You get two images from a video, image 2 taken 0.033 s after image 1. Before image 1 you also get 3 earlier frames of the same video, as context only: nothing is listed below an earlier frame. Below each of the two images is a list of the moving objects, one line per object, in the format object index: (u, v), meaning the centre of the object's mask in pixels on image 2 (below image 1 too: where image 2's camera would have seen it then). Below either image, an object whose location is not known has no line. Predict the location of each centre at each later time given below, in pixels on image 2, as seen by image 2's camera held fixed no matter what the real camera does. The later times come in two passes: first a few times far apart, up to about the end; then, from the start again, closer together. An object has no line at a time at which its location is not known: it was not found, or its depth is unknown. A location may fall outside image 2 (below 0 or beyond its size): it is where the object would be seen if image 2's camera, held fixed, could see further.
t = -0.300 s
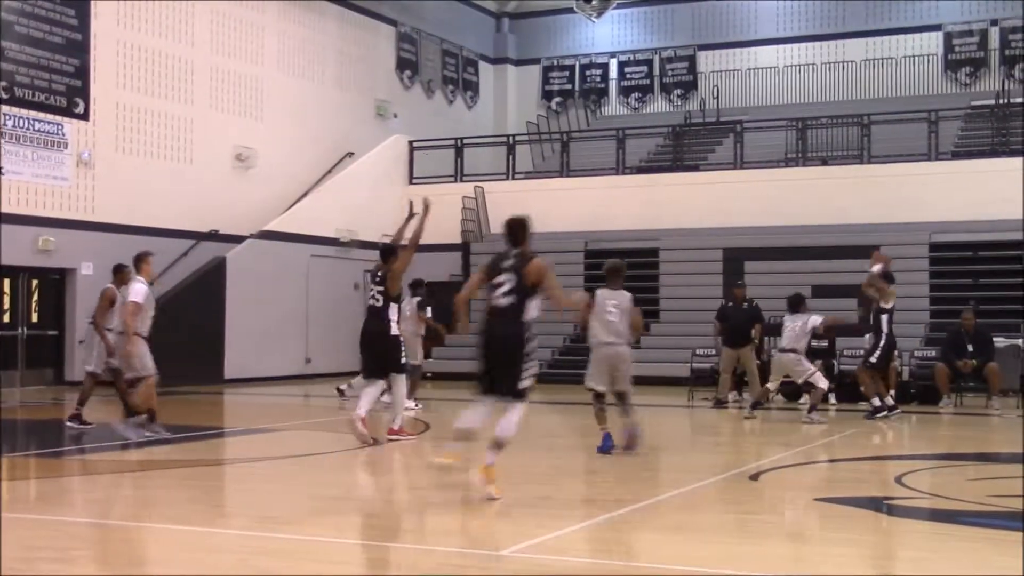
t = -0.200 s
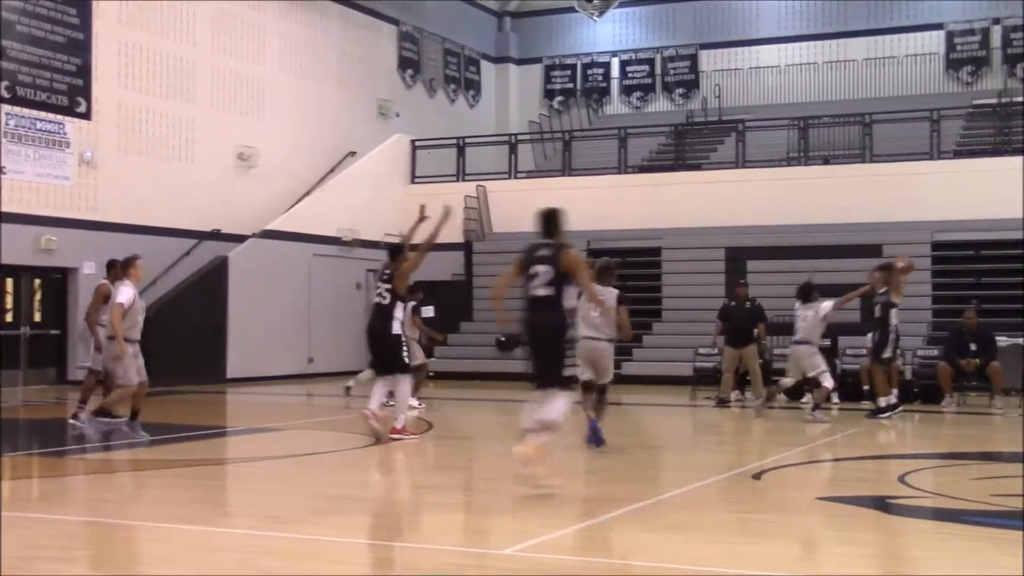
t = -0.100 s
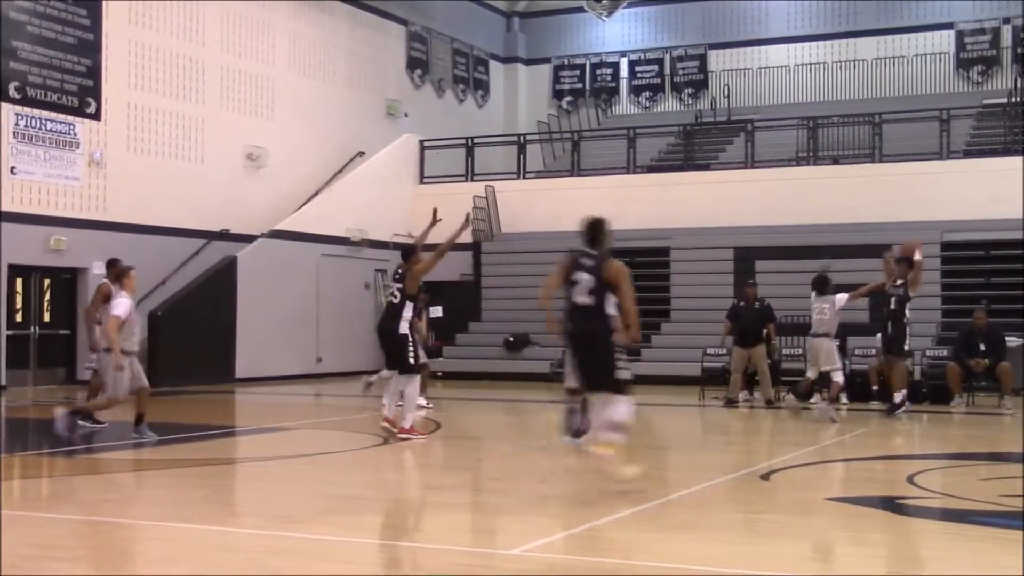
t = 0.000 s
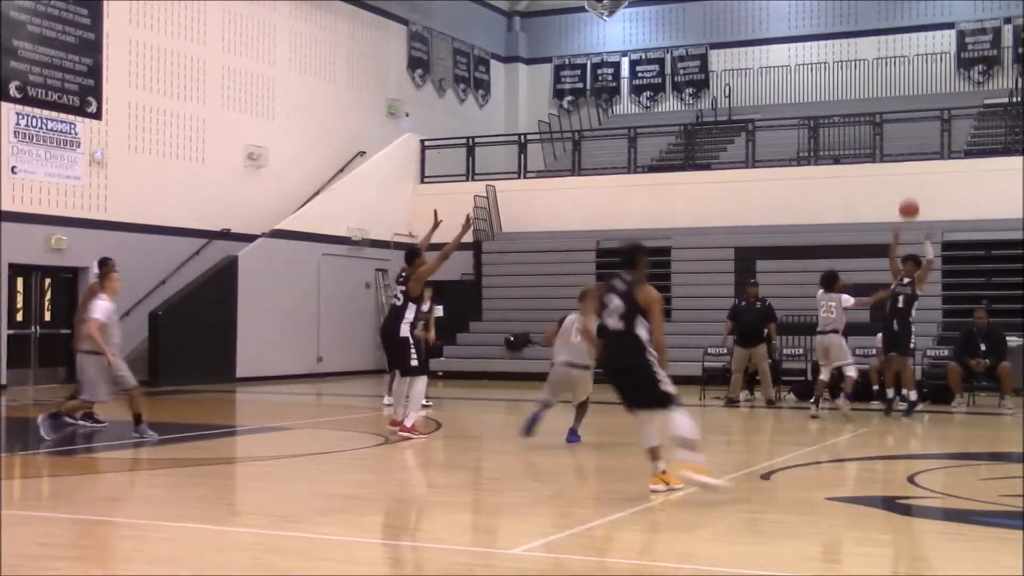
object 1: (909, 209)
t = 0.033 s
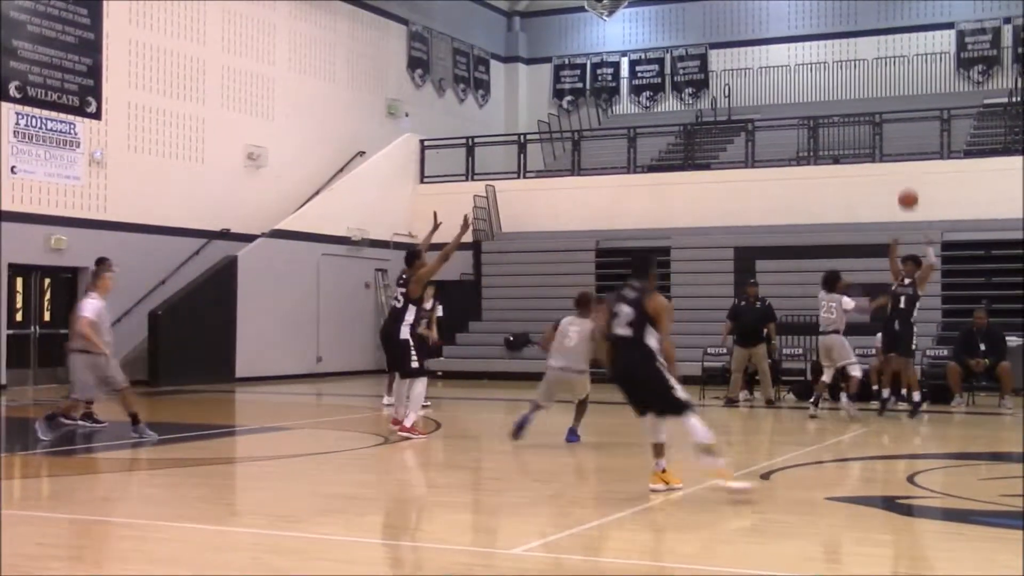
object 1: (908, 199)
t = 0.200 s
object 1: (906, 161)
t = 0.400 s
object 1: (901, 142)
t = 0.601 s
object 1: (897, 159)
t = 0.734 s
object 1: (889, 209)
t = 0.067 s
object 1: (907, 190)
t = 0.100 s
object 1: (907, 182)
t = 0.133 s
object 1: (907, 174)
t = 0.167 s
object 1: (906, 166)
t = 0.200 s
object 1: (906, 161)
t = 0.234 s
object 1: (905, 155)
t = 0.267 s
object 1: (904, 149)
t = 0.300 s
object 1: (903, 146)
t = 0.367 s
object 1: (902, 141)
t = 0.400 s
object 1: (901, 142)
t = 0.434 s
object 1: (904, 142)
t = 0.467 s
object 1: (901, 143)
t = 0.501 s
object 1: (900, 142)
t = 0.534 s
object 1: (897, 147)
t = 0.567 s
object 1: (898, 153)
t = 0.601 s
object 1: (897, 159)
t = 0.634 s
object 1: (895, 170)
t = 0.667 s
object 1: (893, 180)
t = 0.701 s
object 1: (892, 194)
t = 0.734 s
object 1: (889, 209)
